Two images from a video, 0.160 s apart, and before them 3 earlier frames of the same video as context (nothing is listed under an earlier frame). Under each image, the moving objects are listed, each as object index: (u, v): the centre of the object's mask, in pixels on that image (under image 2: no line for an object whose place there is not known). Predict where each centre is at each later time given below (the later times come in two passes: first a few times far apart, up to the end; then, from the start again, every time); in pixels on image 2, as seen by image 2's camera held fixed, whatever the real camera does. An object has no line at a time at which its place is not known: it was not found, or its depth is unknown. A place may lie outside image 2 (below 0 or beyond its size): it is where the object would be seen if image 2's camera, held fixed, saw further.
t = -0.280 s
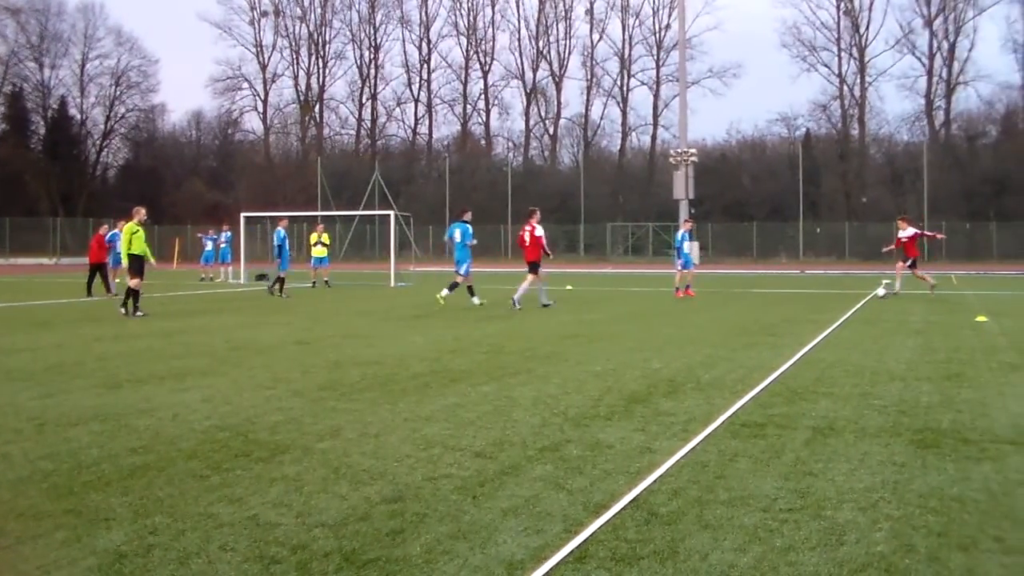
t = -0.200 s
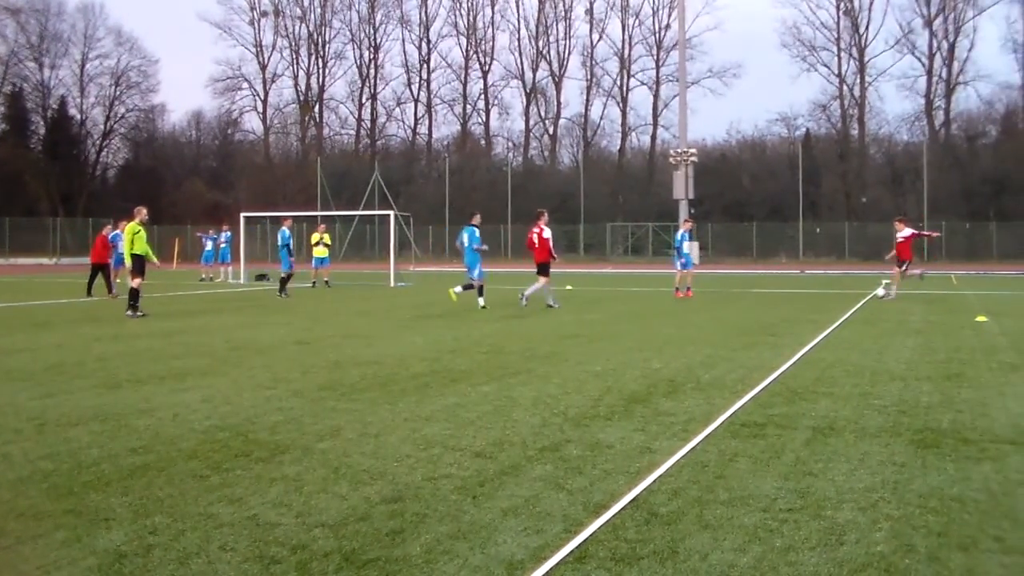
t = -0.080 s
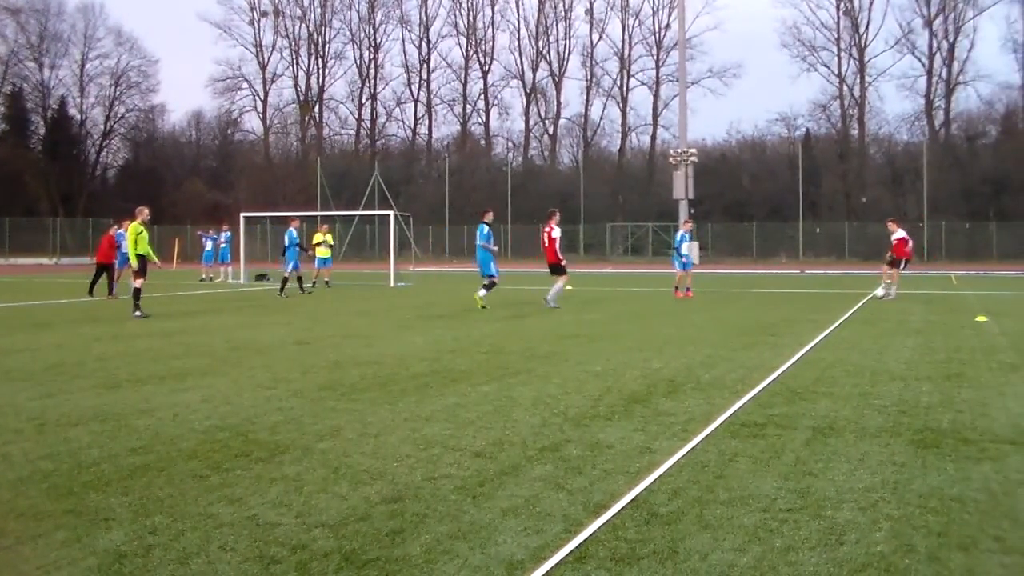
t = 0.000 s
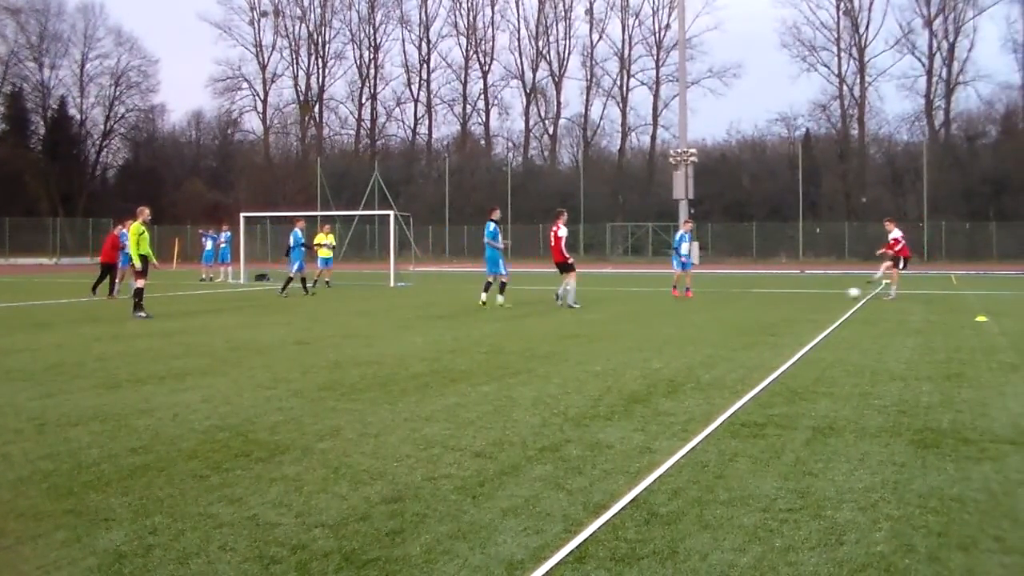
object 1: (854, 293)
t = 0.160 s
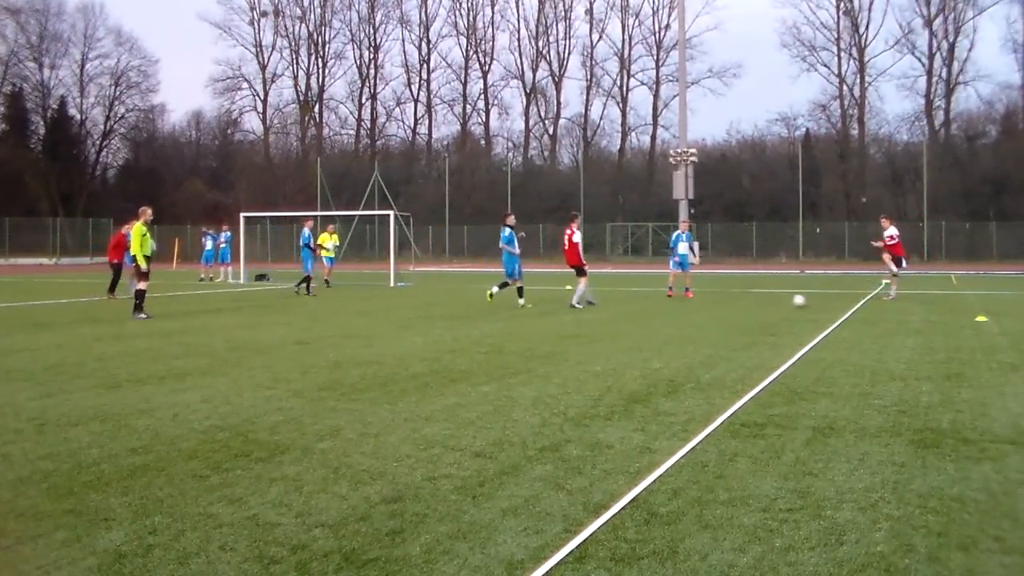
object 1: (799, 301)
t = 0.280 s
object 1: (757, 302)
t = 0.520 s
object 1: (672, 310)
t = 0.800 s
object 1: (559, 329)
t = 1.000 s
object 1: (466, 340)
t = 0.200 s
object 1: (785, 300)
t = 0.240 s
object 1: (771, 300)
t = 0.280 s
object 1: (757, 302)
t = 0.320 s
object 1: (743, 305)
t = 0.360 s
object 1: (728, 310)
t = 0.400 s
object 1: (714, 307)
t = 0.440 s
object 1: (700, 307)
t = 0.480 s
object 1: (686, 307)
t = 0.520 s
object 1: (672, 310)
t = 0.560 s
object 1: (656, 313)
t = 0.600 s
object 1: (640, 319)
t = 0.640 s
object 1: (625, 320)
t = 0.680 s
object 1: (609, 320)
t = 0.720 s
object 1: (593, 322)
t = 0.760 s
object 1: (576, 326)
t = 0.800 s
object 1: (559, 329)
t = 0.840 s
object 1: (542, 328)
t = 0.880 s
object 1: (523, 328)
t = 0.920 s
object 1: (505, 330)
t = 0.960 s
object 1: (486, 334)
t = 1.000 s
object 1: (466, 340)
